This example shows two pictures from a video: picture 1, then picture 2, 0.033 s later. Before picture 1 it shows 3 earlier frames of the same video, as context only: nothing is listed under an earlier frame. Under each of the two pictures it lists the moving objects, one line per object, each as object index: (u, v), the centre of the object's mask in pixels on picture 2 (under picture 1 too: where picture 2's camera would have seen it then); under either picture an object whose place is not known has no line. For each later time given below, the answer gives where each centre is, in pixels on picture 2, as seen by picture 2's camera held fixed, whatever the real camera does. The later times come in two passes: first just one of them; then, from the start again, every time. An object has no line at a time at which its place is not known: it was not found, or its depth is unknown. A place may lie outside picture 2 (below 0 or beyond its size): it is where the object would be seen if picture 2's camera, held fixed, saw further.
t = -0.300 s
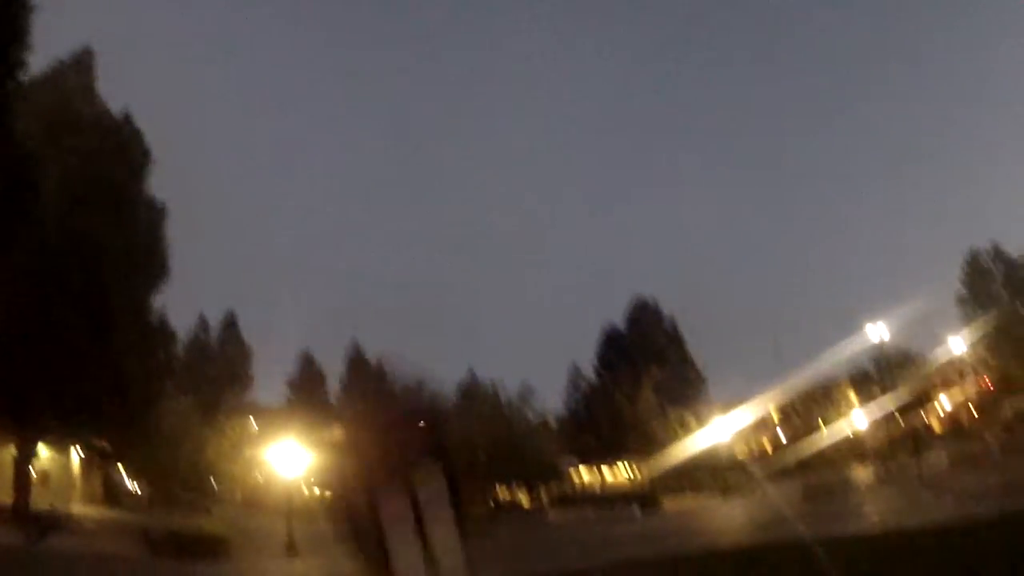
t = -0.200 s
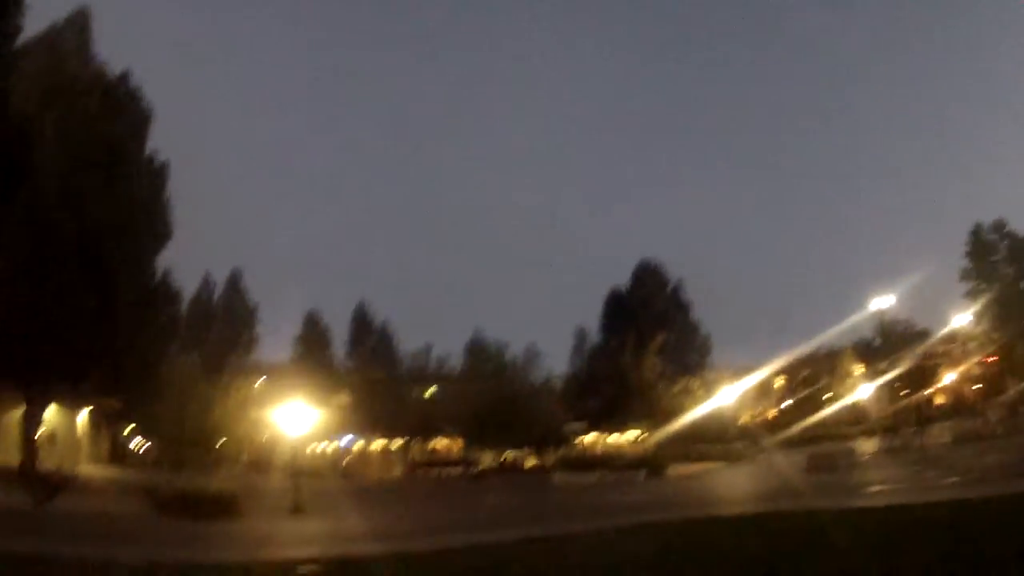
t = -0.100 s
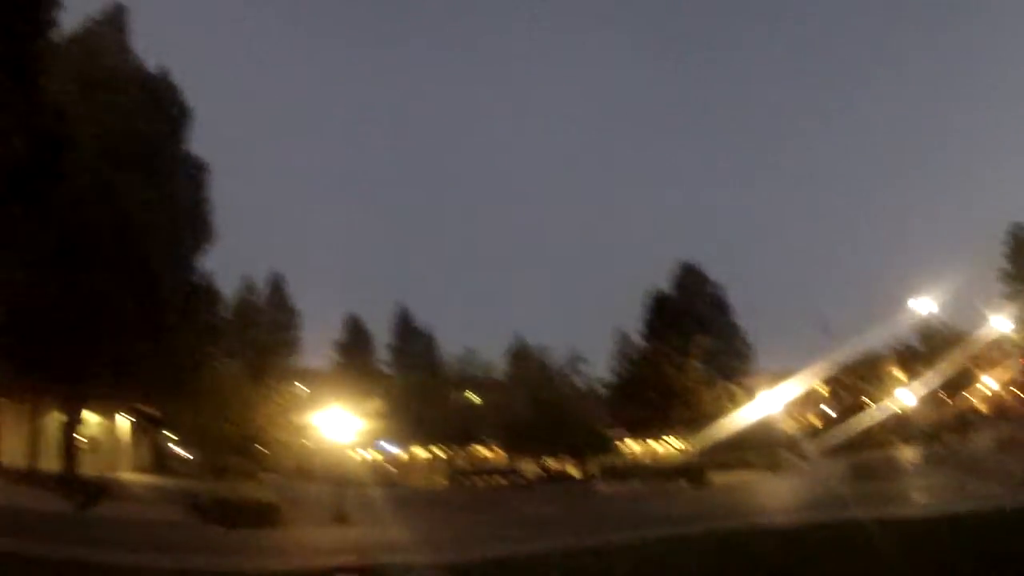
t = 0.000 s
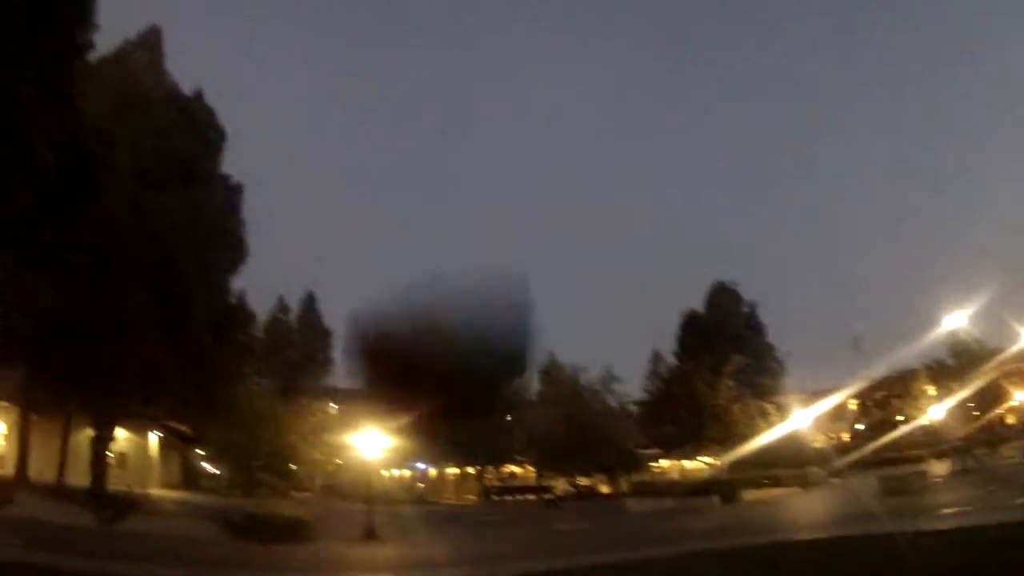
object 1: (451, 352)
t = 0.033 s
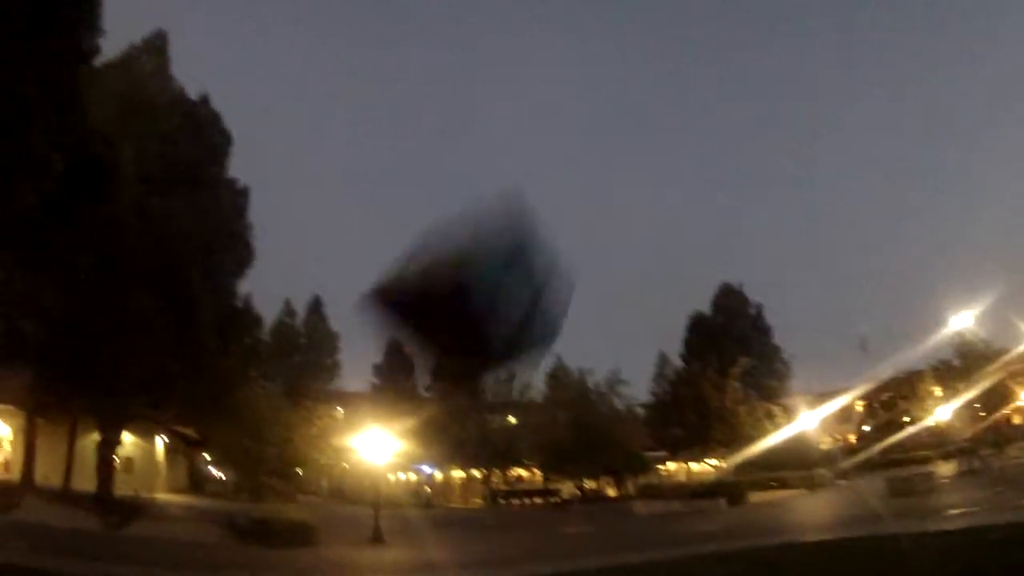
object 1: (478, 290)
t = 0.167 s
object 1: (553, 243)
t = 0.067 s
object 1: (498, 247)
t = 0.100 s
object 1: (517, 221)
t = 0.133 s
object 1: (535, 217)
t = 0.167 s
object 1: (553, 243)
